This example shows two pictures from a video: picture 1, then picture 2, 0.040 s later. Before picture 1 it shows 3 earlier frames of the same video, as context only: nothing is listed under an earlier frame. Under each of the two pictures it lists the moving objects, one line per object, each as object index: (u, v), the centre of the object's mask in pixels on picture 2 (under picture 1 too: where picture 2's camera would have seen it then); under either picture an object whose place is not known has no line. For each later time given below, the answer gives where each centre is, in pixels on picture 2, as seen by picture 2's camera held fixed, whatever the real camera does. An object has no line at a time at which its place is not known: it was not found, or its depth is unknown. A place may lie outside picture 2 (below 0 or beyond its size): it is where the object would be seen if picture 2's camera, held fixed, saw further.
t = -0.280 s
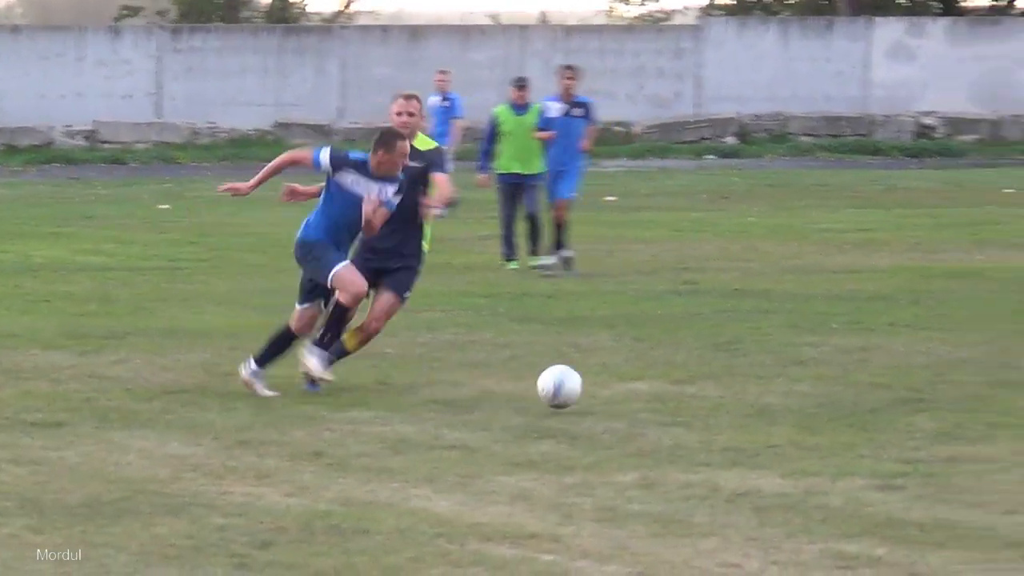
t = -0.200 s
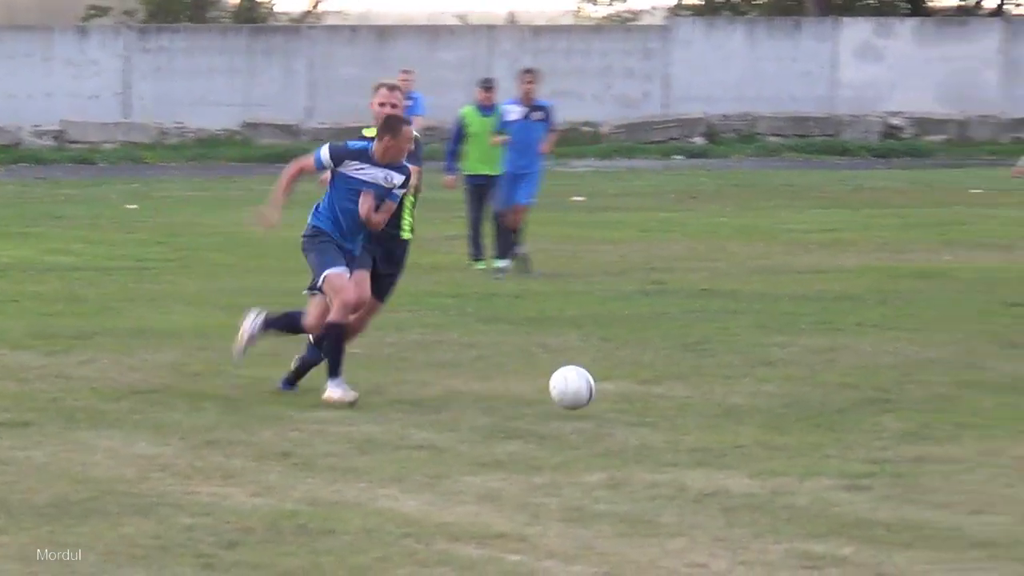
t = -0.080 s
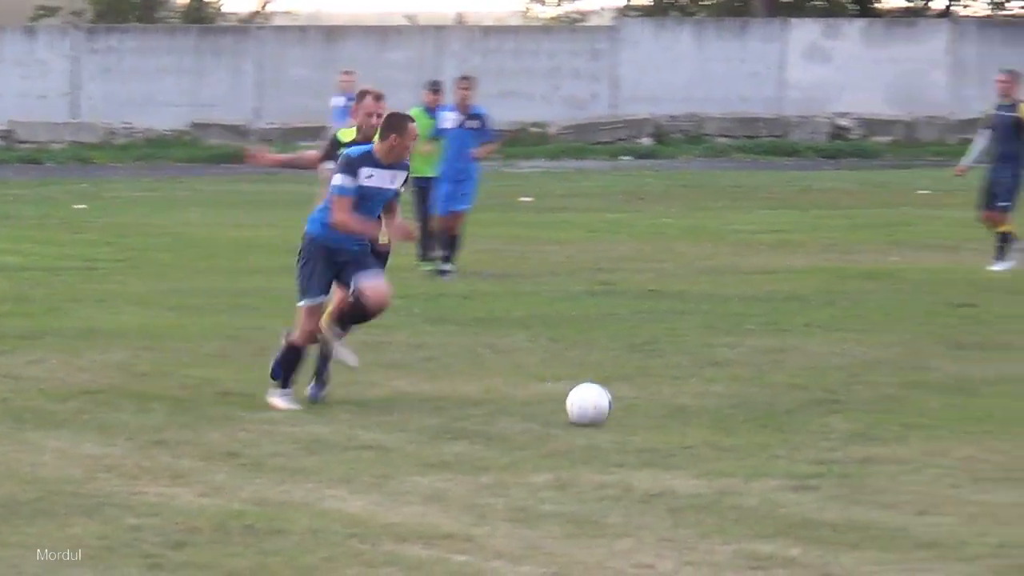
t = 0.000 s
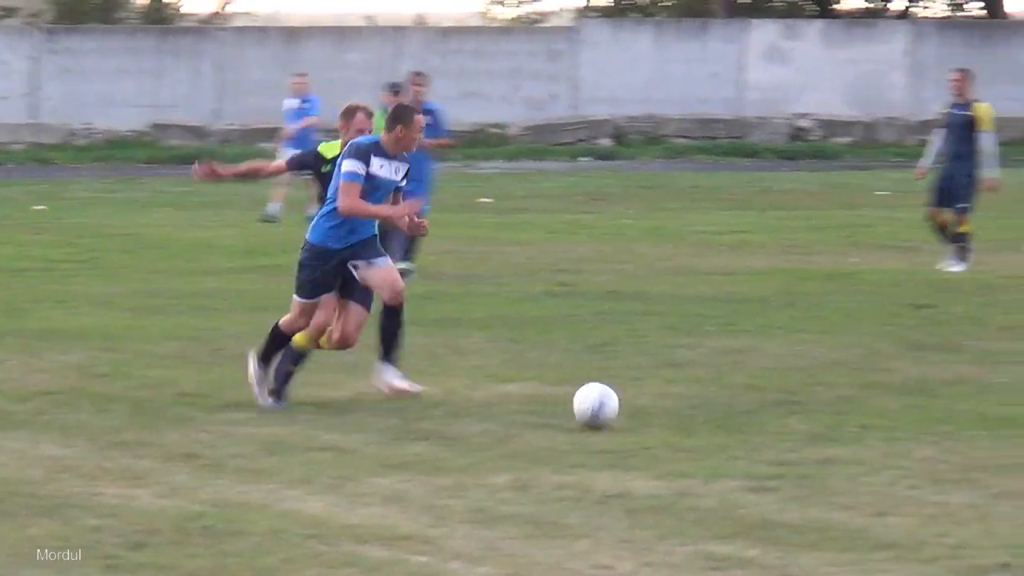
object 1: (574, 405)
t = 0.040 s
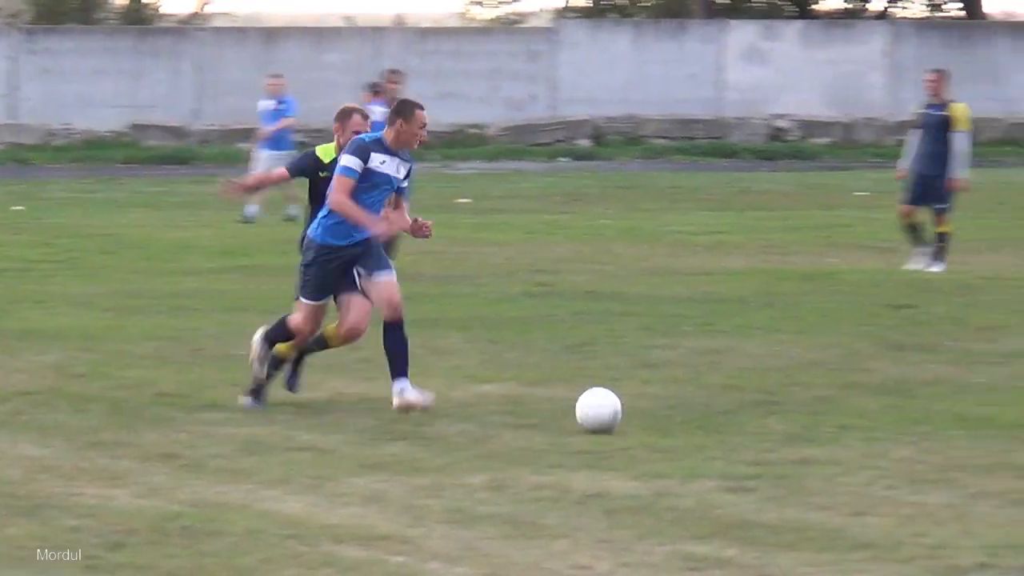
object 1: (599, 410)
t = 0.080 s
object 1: (622, 415)
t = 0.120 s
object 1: (646, 415)
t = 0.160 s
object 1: (670, 417)
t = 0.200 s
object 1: (693, 421)
